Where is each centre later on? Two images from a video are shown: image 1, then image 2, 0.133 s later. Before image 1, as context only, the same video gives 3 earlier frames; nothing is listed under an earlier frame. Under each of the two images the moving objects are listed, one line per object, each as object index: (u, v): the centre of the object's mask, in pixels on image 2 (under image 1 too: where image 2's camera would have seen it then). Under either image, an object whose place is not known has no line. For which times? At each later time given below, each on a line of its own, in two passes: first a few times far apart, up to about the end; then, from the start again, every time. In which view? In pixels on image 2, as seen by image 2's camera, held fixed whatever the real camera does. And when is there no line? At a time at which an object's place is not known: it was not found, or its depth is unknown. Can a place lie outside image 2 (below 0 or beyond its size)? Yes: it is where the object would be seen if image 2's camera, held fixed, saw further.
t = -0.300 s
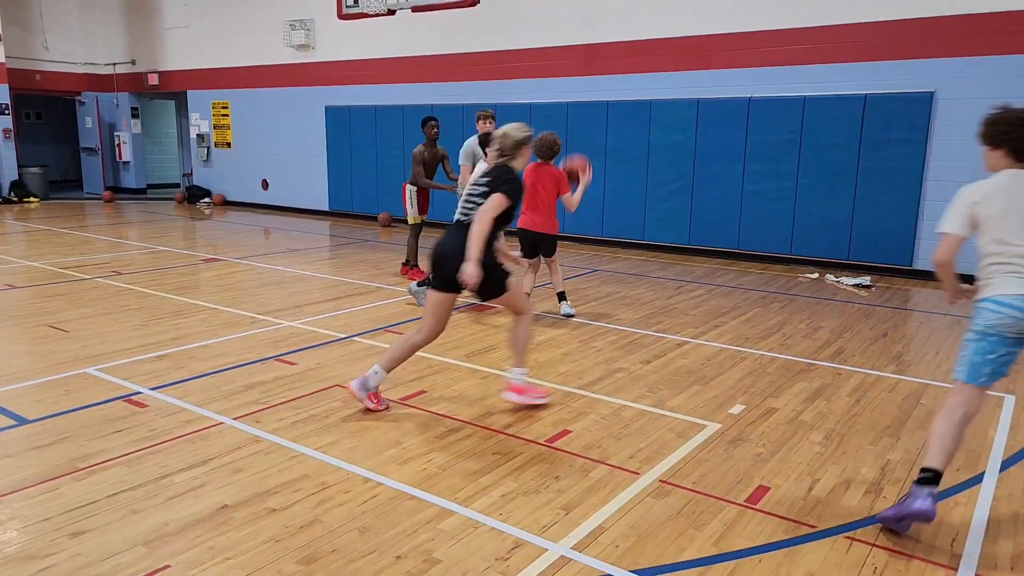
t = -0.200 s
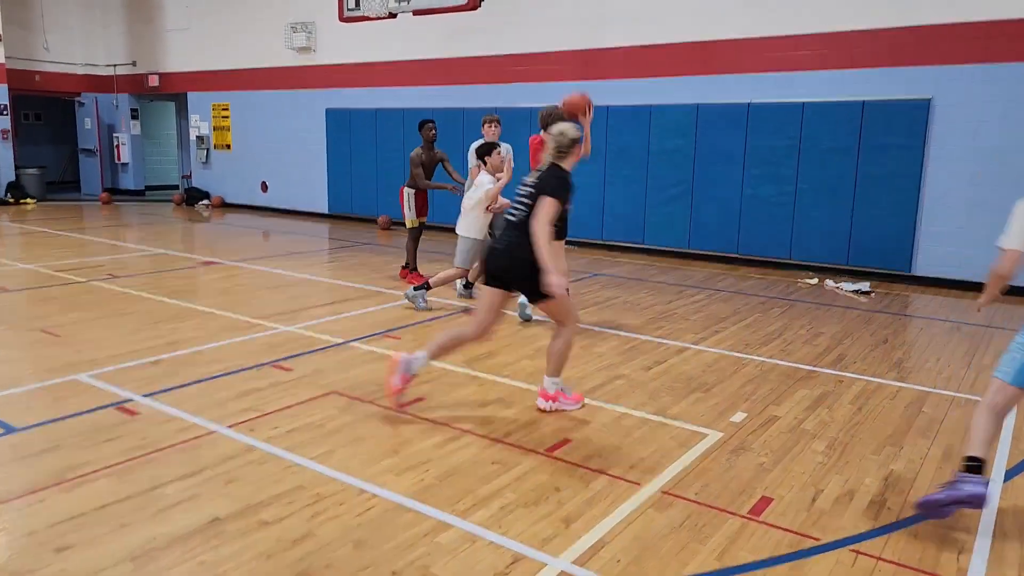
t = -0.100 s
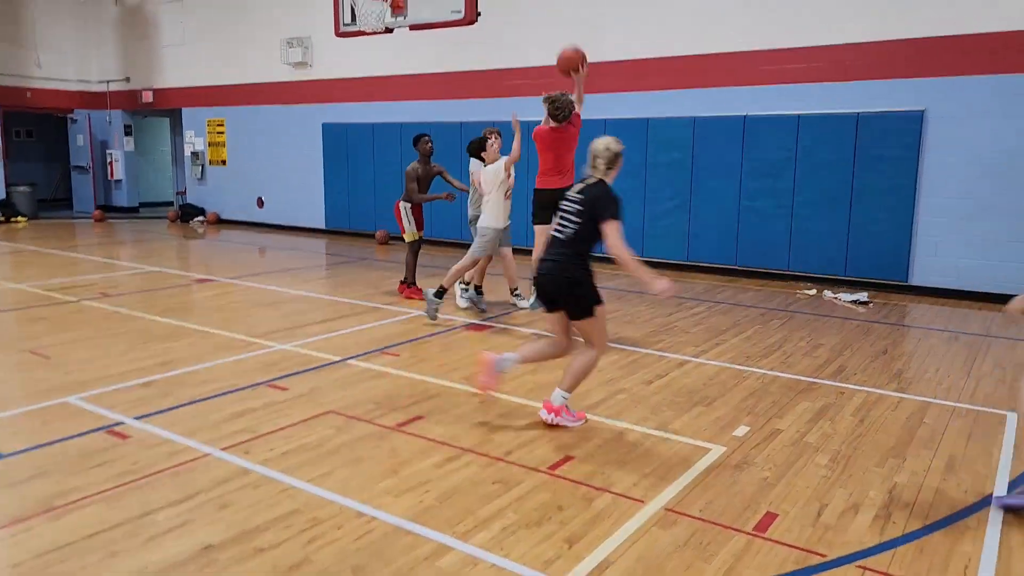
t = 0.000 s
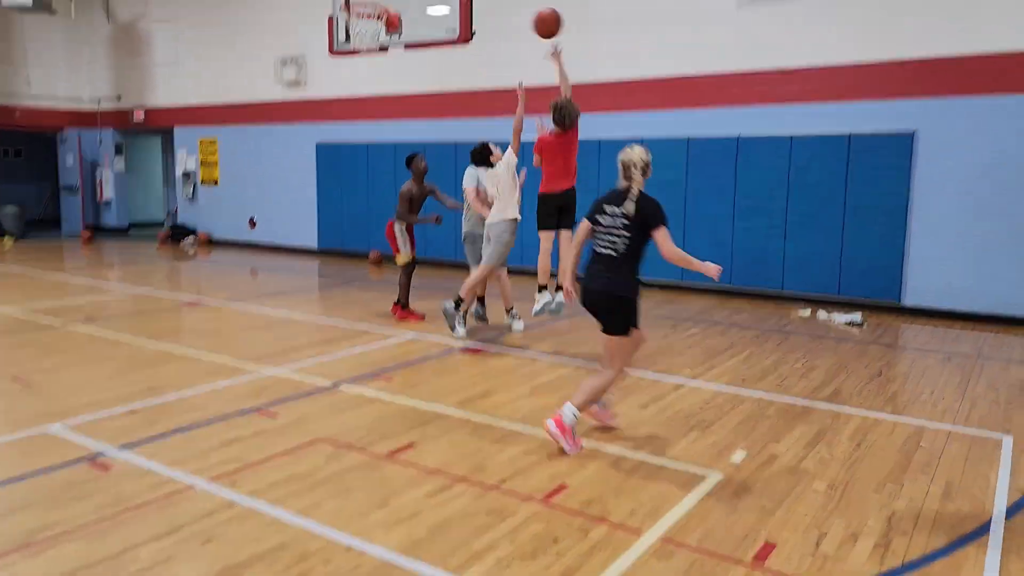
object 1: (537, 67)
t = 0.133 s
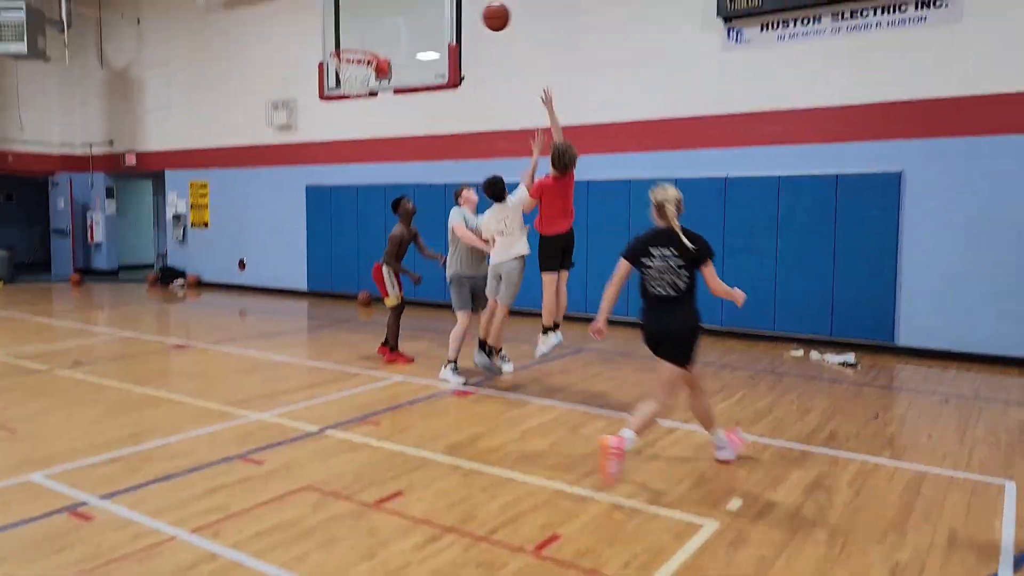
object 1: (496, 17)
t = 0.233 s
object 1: (467, -4)
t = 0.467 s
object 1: (405, -5)
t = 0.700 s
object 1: (356, 45)
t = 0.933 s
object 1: (341, 83)
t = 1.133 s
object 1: (346, 104)
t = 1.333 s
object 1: (348, 168)
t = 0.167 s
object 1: (486, 6)
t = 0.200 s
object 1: (477, 0)
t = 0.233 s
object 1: (467, -4)
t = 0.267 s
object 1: (458, -8)
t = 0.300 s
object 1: (448, -9)
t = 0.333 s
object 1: (437, -11)
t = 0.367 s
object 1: (427, -11)
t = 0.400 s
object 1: (419, -11)
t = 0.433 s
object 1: (412, -9)
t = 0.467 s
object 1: (405, -5)
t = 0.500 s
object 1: (396, -1)
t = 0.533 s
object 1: (390, 4)
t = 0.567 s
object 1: (382, 11)
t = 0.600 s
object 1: (373, 18)
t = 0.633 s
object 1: (367, 26)
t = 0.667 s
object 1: (362, 36)
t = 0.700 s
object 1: (356, 45)
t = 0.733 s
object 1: (349, 57)
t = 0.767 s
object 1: (343, 69)
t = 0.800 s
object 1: (339, 77)
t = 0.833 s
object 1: (338, 78)
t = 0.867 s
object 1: (341, 81)
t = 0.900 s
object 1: (341, 82)
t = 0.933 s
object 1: (341, 83)
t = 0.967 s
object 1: (340, 80)
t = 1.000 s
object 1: (341, 81)
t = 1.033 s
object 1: (342, 85)
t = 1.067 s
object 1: (341, 88)
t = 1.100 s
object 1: (344, 100)
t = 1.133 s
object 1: (346, 104)
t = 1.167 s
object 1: (347, 112)
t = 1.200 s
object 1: (346, 121)
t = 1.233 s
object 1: (347, 131)
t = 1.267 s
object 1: (347, 143)
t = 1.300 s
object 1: (348, 155)
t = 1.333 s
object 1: (348, 168)
